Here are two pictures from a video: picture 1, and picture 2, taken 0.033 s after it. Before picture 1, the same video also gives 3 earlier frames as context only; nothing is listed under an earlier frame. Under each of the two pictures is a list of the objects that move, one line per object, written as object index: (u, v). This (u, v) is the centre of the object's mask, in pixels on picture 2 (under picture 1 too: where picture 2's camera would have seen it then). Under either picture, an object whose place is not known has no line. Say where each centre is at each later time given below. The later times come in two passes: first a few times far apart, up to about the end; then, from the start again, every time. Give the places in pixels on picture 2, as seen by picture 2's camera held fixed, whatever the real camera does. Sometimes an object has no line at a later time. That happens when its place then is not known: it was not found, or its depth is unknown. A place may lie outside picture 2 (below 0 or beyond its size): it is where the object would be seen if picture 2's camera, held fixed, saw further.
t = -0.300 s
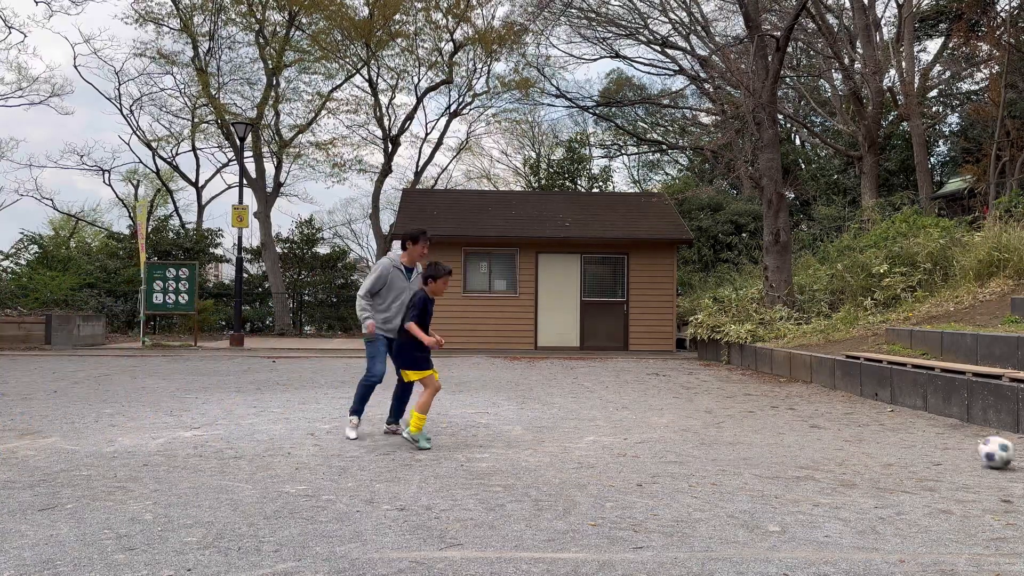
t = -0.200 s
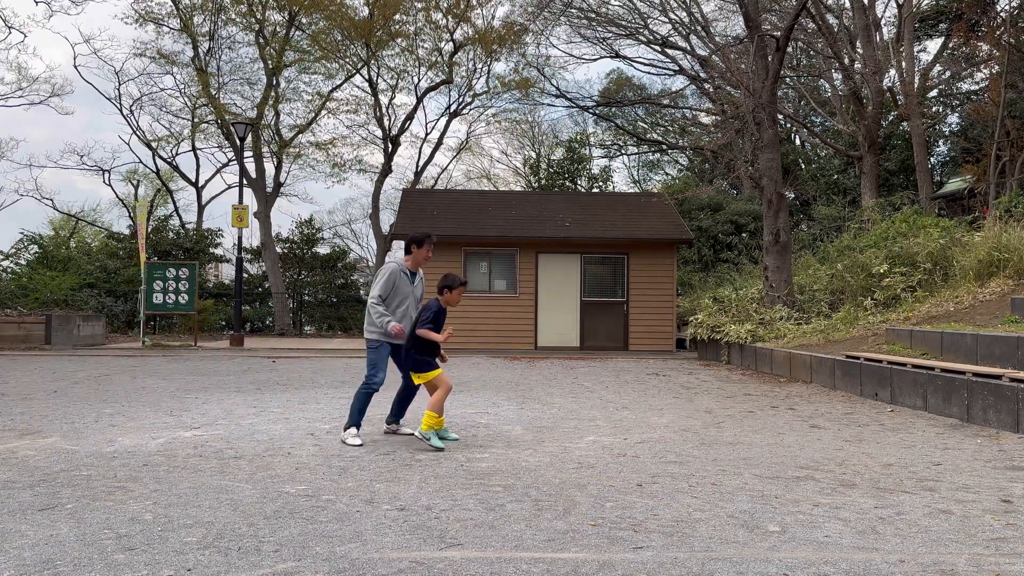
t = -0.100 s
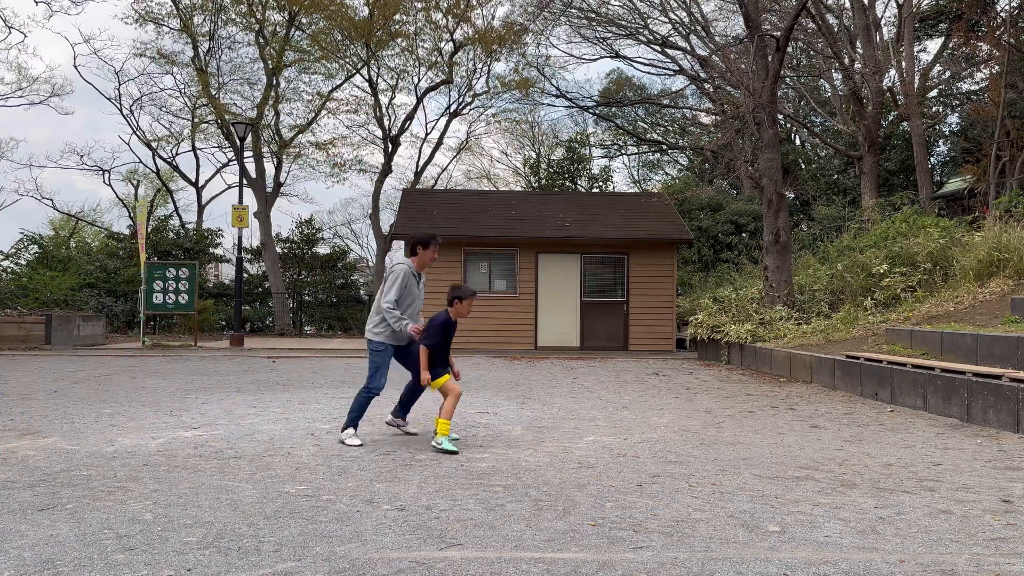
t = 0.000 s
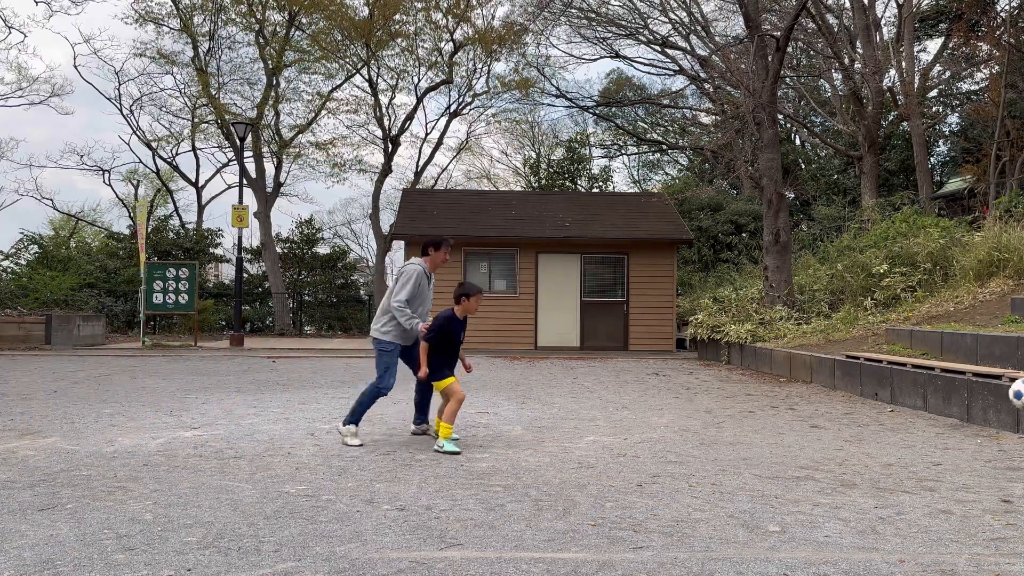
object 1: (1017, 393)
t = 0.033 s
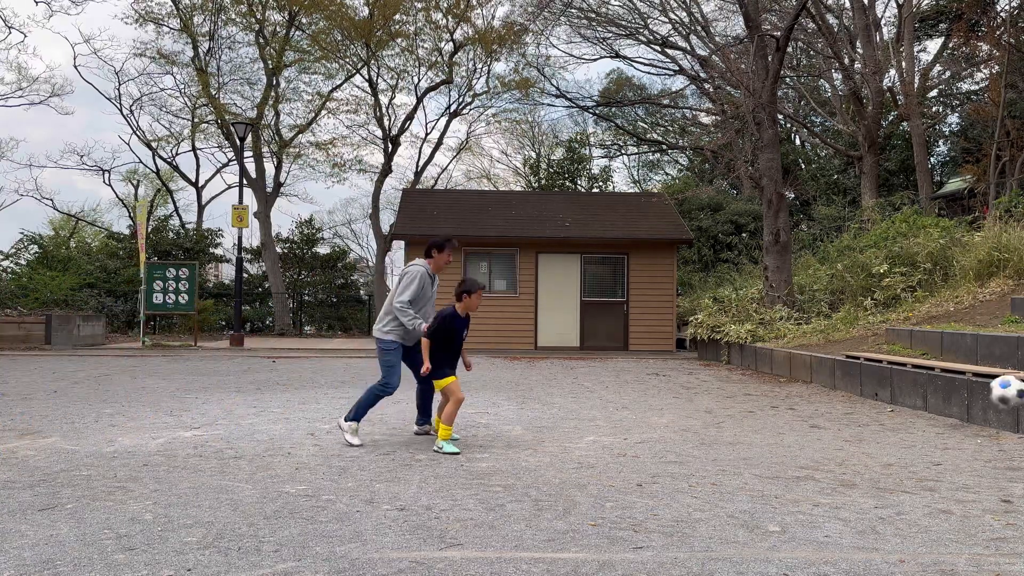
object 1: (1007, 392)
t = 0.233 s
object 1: (884, 413)
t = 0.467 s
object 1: (776, 436)
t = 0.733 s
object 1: (723, 436)
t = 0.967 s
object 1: (669, 446)
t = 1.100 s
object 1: (633, 448)
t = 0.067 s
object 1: (988, 391)
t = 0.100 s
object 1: (967, 391)
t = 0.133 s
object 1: (947, 394)
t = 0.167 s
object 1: (926, 399)
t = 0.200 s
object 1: (905, 405)
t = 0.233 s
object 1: (884, 413)
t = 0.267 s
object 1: (862, 422)
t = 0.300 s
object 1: (840, 434)
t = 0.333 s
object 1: (819, 448)
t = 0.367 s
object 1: (796, 463)
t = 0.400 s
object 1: (788, 454)
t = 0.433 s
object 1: (783, 444)
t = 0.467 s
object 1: (776, 436)
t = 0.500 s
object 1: (769, 430)
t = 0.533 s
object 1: (763, 426)
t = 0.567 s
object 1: (756, 423)
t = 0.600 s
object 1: (750, 422)
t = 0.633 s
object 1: (743, 423)
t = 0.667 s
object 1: (736, 425)
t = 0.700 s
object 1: (729, 430)
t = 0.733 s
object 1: (723, 436)
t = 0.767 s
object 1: (716, 444)
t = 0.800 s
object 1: (709, 455)
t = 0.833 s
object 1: (702, 468)
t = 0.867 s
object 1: (694, 463)
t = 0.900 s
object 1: (686, 457)
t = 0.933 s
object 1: (677, 449)
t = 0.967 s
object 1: (669, 446)
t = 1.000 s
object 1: (660, 443)
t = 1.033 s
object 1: (650, 442)
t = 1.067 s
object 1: (642, 444)
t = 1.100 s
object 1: (633, 448)
